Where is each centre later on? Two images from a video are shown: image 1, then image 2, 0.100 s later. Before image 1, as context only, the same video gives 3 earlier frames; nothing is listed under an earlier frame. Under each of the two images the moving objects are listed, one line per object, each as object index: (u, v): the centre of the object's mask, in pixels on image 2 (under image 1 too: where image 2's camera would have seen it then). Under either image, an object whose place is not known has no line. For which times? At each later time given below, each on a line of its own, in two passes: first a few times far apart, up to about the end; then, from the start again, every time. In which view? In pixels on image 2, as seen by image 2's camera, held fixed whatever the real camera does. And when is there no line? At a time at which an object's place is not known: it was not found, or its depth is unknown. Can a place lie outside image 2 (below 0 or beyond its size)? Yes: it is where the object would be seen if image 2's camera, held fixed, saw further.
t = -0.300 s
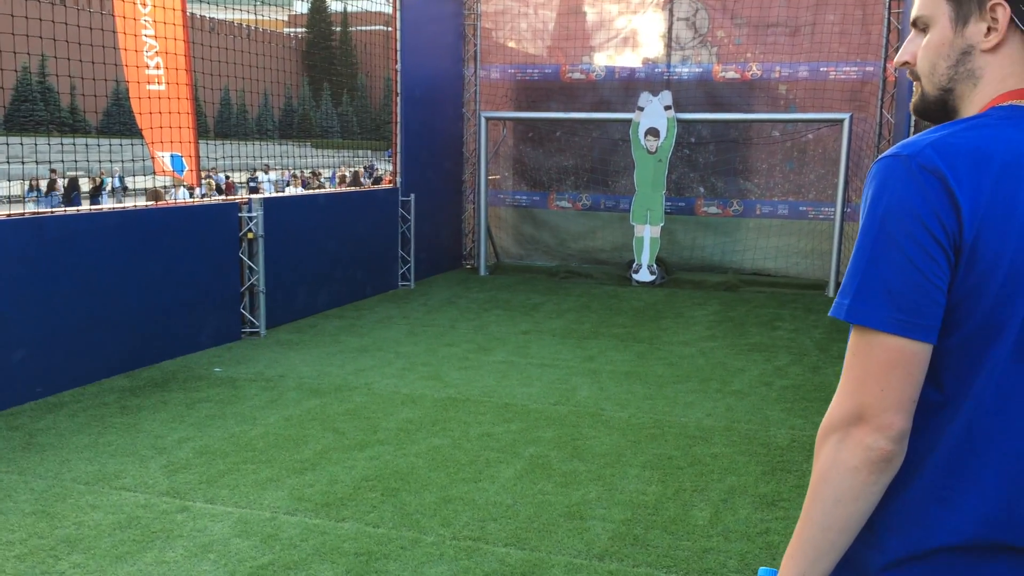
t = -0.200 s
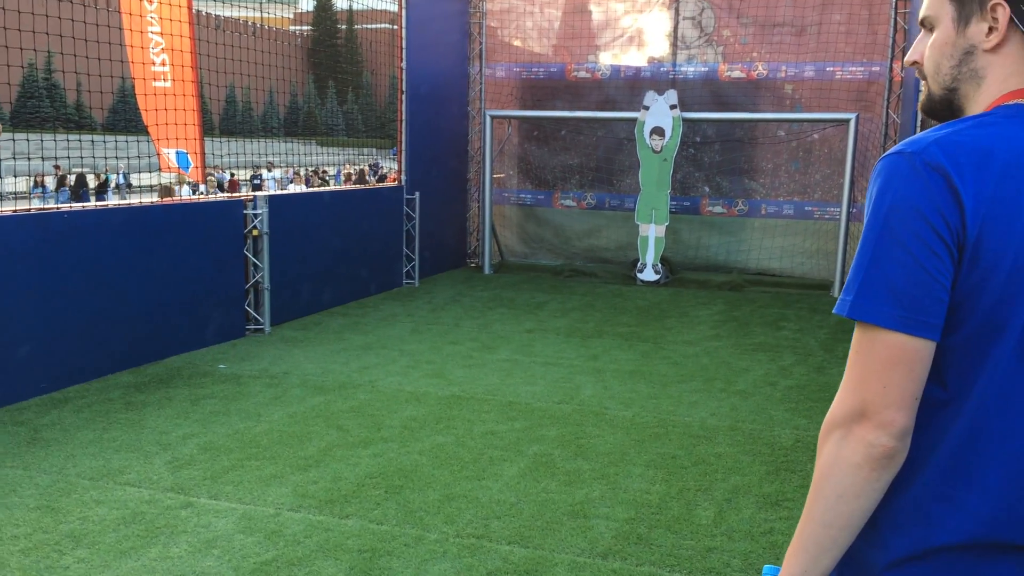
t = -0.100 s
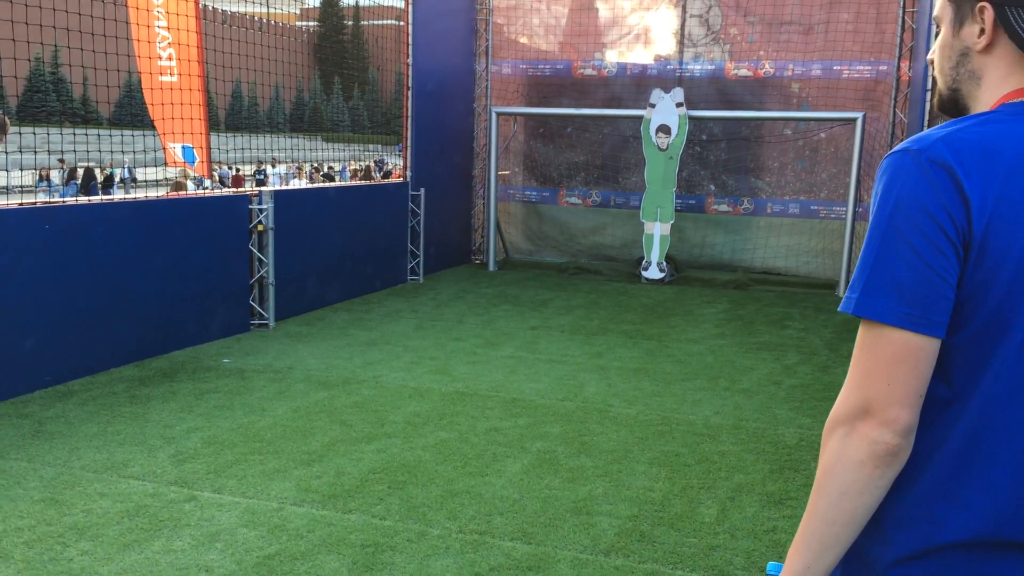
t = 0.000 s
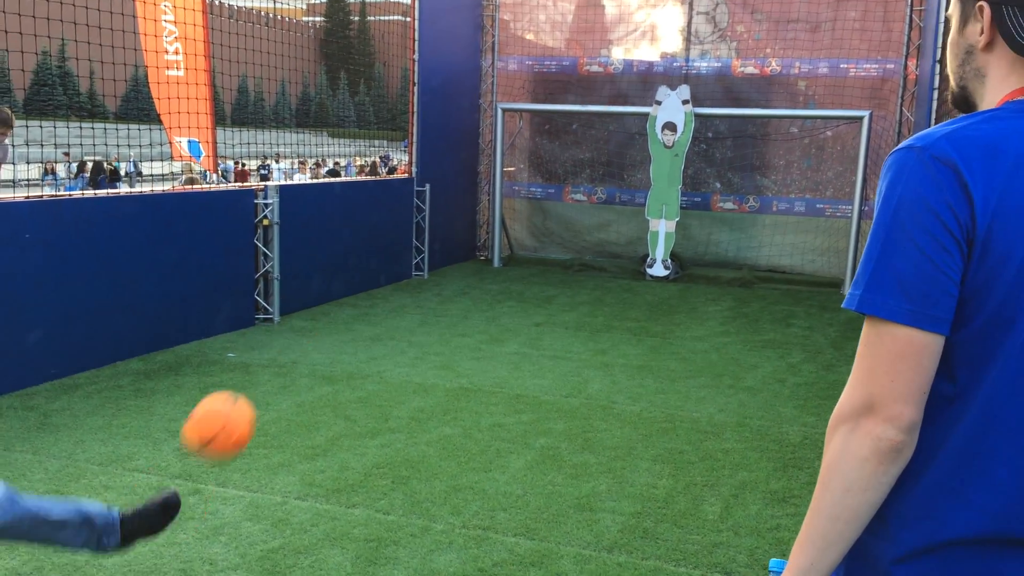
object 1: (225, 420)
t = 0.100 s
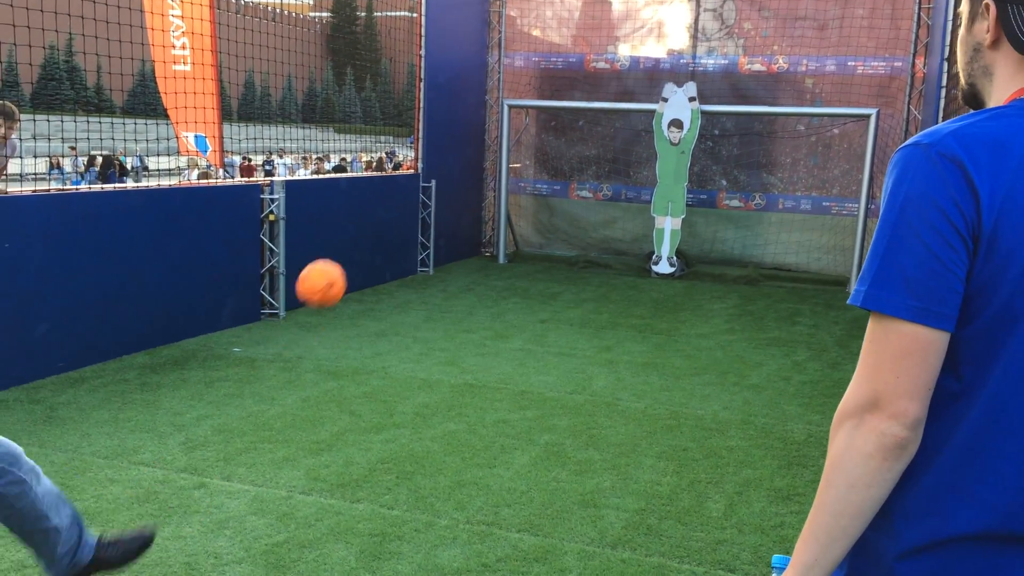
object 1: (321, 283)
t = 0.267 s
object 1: (394, 198)
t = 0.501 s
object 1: (430, 188)
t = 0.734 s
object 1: (462, 248)
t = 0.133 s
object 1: (341, 257)
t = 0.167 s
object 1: (358, 236)
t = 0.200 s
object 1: (373, 220)
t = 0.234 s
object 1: (385, 207)
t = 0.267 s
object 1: (394, 198)
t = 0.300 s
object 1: (402, 192)
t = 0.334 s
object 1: (409, 188)
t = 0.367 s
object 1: (415, 185)
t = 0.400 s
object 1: (420, 184)
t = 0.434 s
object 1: (424, 185)
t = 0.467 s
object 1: (427, 186)
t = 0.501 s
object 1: (430, 188)
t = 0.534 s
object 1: (432, 192)
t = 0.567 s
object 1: (435, 197)
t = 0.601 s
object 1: (441, 203)
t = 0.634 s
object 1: (446, 212)
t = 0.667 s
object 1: (450, 222)
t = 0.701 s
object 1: (456, 234)
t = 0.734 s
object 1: (462, 248)
